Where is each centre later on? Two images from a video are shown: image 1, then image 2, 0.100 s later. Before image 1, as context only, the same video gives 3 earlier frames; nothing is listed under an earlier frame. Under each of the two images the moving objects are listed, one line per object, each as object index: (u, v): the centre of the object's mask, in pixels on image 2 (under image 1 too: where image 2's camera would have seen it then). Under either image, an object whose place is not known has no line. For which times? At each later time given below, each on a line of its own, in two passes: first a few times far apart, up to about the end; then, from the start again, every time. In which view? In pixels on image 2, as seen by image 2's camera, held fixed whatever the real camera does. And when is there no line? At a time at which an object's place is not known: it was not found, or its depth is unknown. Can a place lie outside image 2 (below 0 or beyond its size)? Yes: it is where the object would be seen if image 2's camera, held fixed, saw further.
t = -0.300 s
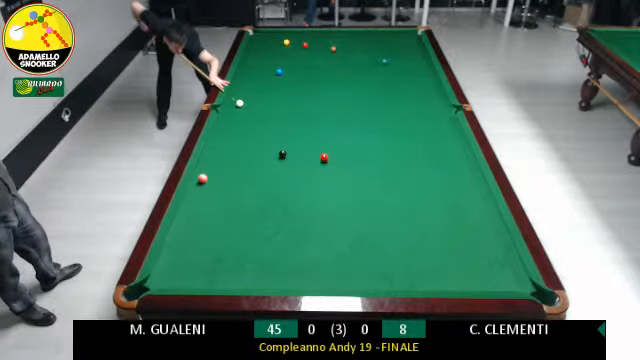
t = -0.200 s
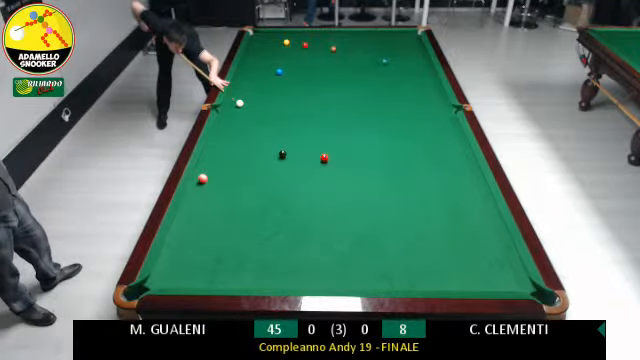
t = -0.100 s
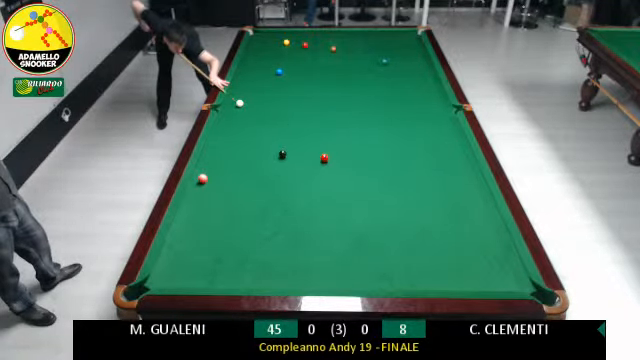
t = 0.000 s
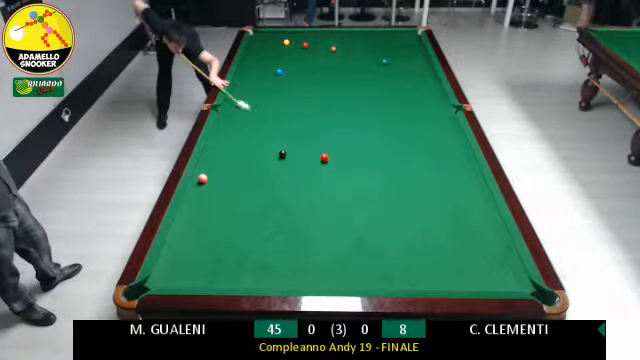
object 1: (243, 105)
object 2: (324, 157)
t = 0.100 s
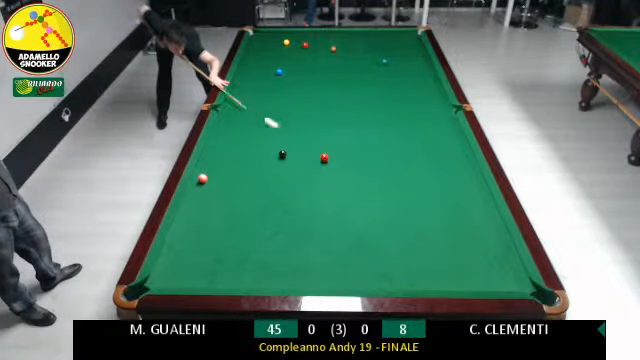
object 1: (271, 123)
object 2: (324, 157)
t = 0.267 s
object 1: (319, 154)
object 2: (330, 161)
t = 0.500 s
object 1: (321, 155)
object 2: (405, 210)
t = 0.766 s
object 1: (323, 156)
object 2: (500, 272)
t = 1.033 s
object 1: (323, 157)
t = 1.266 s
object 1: (323, 157)
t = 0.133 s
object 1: (280, 129)
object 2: (324, 157)
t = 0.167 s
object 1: (292, 136)
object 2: (324, 157)
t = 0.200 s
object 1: (303, 143)
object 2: (324, 158)
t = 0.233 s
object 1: (313, 149)
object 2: (324, 157)
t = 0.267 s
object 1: (319, 154)
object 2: (330, 161)
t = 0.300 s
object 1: (320, 154)
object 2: (339, 167)
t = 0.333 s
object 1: (320, 154)
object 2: (349, 174)
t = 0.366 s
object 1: (320, 155)
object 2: (361, 181)
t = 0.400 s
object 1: (320, 155)
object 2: (372, 188)
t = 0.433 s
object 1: (321, 155)
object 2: (384, 196)
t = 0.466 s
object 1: (321, 155)
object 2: (392, 202)
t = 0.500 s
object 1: (321, 155)
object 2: (405, 210)
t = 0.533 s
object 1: (321, 155)
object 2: (415, 217)
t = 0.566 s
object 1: (322, 155)
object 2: (426, 224)
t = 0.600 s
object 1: (322, 156)
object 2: (437, 231)
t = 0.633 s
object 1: (322, 156)
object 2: (449, 239)
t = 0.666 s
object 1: (322, 156)
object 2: (460, 247)
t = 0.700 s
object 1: (323, 156)
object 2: (474, 257)
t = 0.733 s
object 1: (323, 156)
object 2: (488, 264)
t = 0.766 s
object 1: (323, 156)
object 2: (500, 272)
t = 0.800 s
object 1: (323, 156)
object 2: (519, 281)
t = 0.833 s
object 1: (323, 156)
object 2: (533, 292)
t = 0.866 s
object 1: (323, 156)
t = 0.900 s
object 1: (323, 156)
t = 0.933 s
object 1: (323, 157)
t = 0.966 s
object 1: (323, 157)
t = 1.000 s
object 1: (323, 157)
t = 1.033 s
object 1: (323, 157)
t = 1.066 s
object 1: (323, 157)
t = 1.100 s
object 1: (323, 157)
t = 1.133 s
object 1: (323, 157)
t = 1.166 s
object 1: (323, 157)
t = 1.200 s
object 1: (323, 157)
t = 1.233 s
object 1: (323, 157)
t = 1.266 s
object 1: (323, 157)
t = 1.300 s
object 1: (323, 157)
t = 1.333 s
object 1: (323, 157)
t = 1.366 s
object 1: (323, 157)
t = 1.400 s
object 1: (323, 157)
